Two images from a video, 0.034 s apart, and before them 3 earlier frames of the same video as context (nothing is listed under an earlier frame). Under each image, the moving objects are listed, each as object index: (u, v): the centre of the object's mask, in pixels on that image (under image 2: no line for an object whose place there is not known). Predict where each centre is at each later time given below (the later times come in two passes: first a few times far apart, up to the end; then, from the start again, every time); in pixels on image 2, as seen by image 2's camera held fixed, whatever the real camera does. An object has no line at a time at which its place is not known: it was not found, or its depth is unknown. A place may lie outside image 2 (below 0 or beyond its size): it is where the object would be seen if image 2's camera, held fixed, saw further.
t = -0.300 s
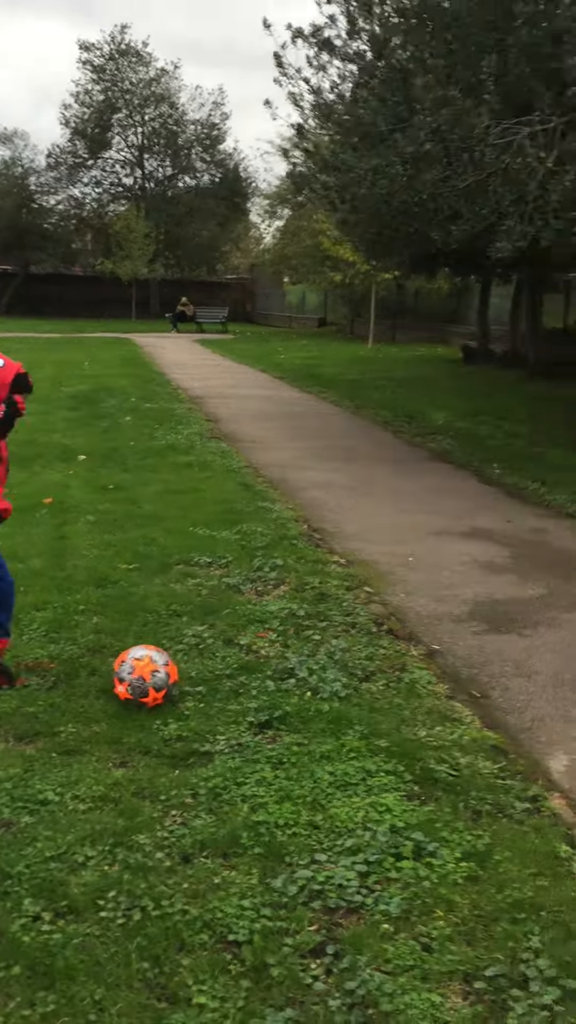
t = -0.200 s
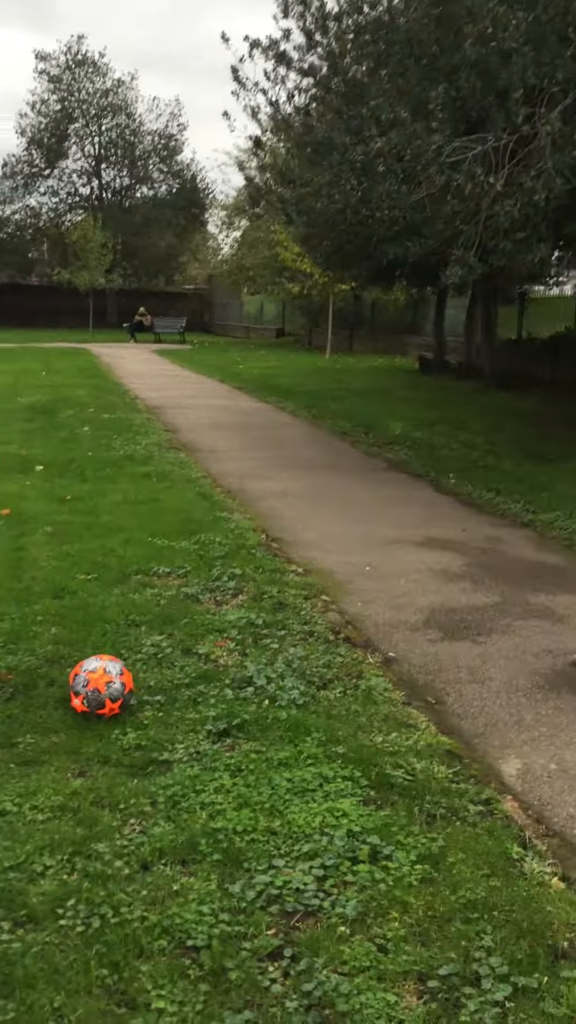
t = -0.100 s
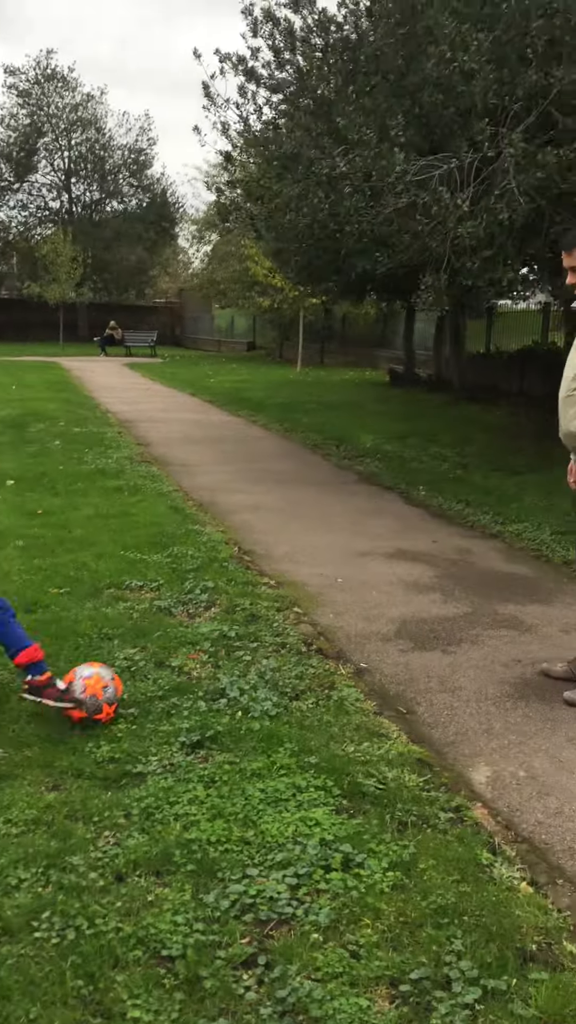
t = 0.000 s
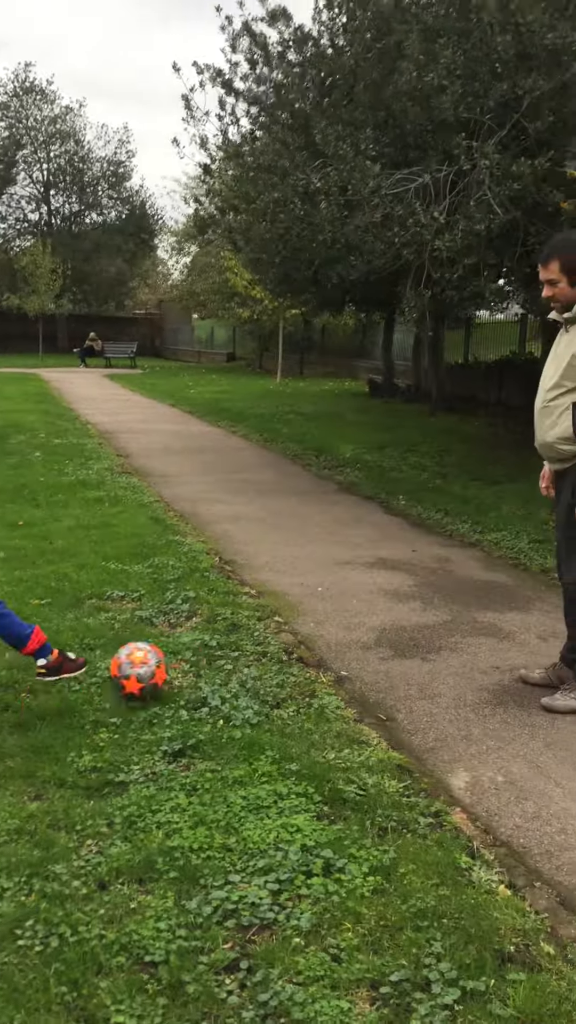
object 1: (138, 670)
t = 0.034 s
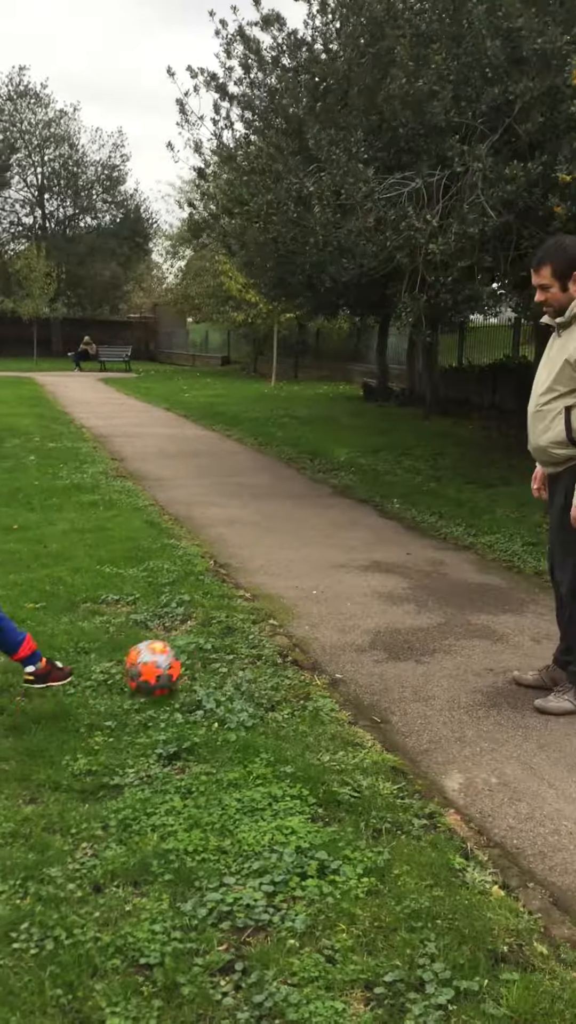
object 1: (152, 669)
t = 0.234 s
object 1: (213, 621)
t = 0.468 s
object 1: (267, 588)
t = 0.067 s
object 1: (170, 663)
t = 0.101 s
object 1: (181, 652)
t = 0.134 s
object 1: (188, 640)
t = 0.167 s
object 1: (197, 630)
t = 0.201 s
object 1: (205, 625)
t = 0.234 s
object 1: (213, 621)
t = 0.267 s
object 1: (220, 619)
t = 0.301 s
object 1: (228, 619)
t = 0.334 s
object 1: (236, 614)
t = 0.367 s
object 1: (244, 605)
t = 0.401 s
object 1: (253, 597)
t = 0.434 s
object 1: (261, 591)
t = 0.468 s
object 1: (267, 588)
